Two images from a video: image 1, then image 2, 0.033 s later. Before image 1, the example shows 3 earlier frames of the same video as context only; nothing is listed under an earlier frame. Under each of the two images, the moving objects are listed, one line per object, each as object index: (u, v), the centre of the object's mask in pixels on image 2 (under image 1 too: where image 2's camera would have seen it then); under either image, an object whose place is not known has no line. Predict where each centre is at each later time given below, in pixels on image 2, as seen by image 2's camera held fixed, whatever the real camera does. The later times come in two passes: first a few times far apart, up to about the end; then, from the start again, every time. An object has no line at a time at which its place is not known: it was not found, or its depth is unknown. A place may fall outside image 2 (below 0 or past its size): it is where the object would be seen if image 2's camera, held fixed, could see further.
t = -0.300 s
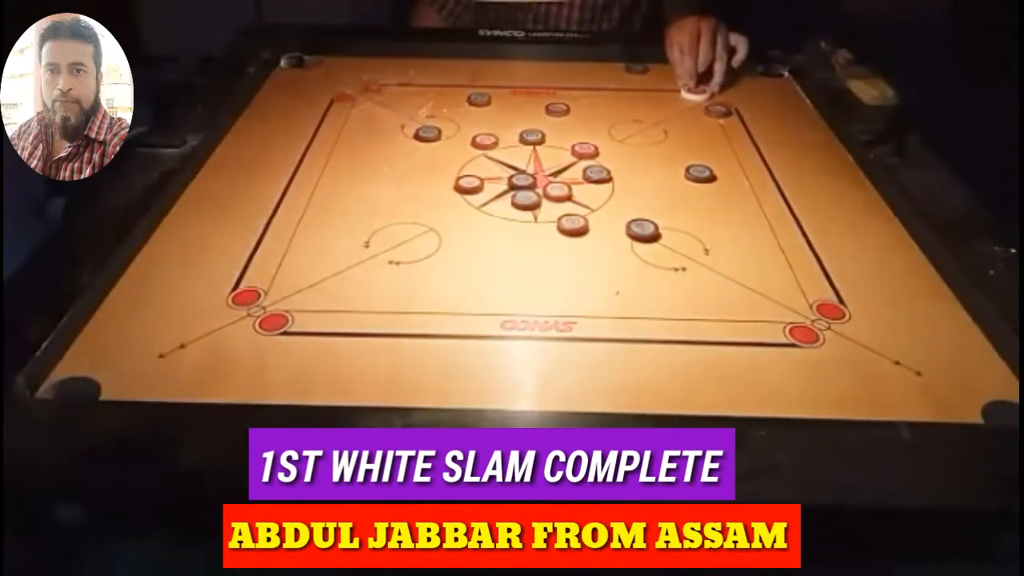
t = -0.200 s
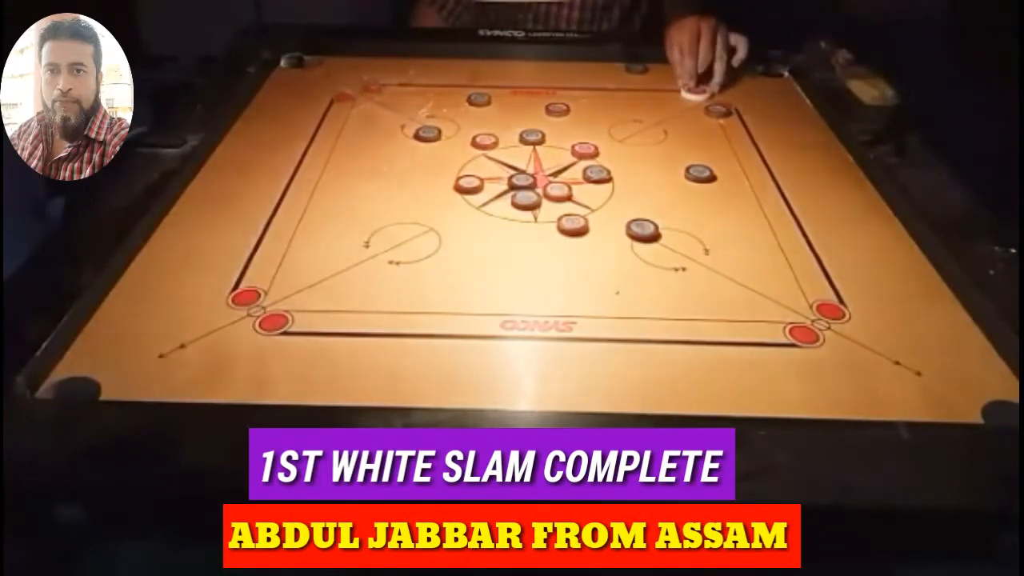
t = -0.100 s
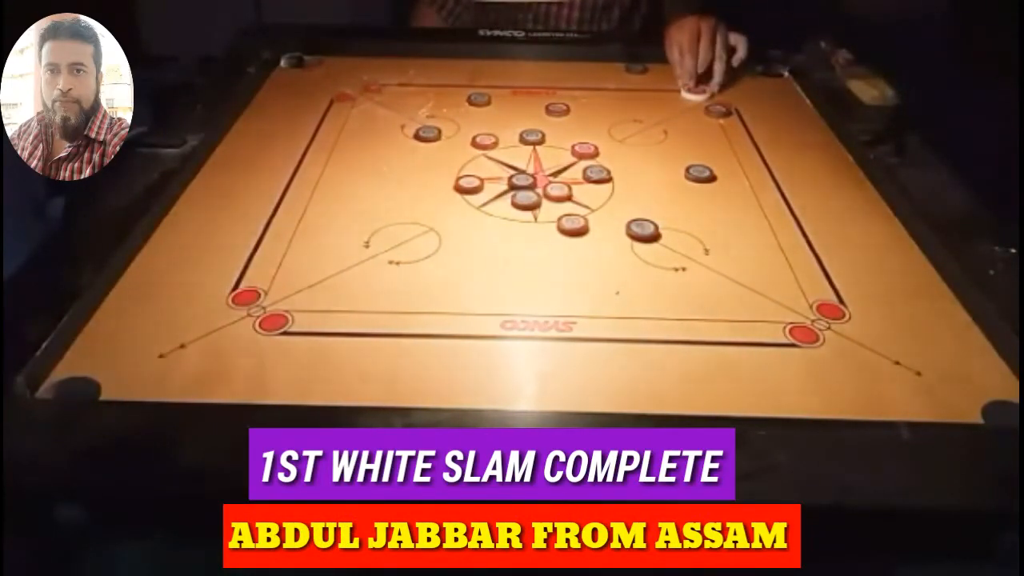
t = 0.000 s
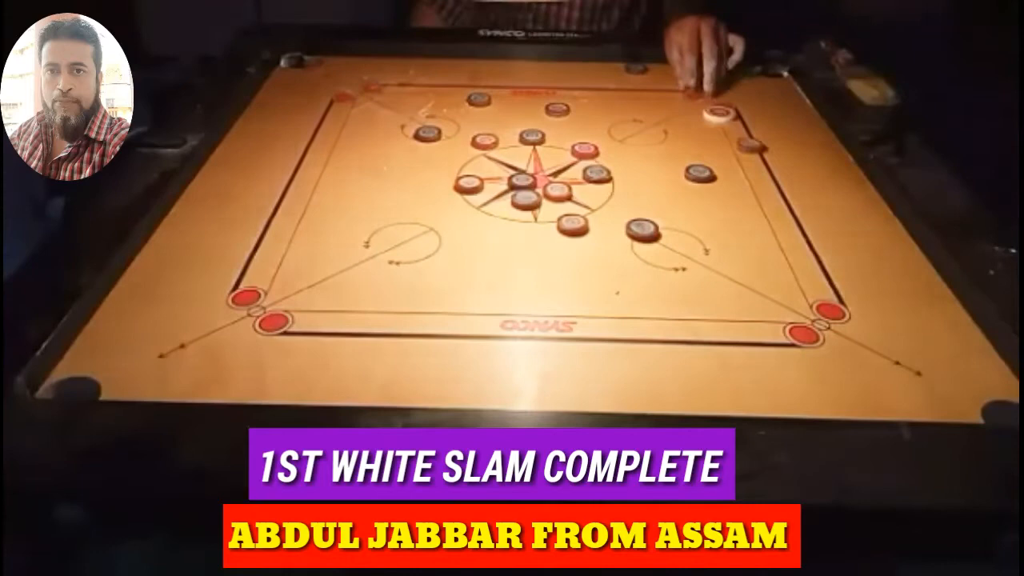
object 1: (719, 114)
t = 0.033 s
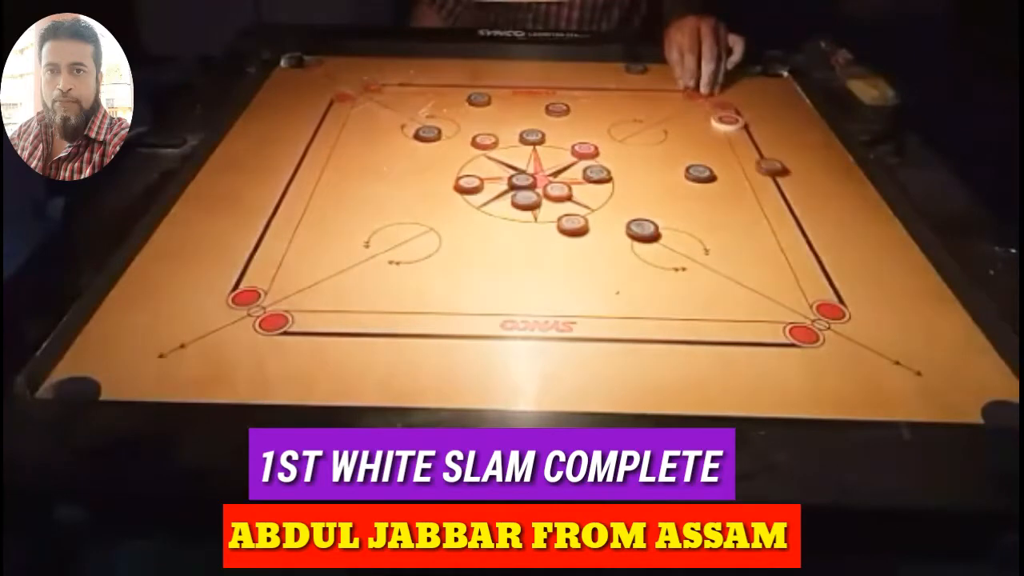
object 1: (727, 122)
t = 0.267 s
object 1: (778, 167)
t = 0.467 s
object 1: (800, 184)
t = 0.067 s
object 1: (736, 130)
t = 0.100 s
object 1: (744, 138)
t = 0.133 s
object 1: (751, 144)
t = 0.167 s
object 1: (760, 151)
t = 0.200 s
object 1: (766, 157)
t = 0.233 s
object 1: (772, 162)
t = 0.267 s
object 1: (778, 167)
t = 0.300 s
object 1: (784, 172)
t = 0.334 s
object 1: (788, 176)
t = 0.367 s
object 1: (793, 179)
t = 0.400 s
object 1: (796, 181)
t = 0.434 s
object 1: (798, 183)
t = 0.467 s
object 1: (800, 184)
